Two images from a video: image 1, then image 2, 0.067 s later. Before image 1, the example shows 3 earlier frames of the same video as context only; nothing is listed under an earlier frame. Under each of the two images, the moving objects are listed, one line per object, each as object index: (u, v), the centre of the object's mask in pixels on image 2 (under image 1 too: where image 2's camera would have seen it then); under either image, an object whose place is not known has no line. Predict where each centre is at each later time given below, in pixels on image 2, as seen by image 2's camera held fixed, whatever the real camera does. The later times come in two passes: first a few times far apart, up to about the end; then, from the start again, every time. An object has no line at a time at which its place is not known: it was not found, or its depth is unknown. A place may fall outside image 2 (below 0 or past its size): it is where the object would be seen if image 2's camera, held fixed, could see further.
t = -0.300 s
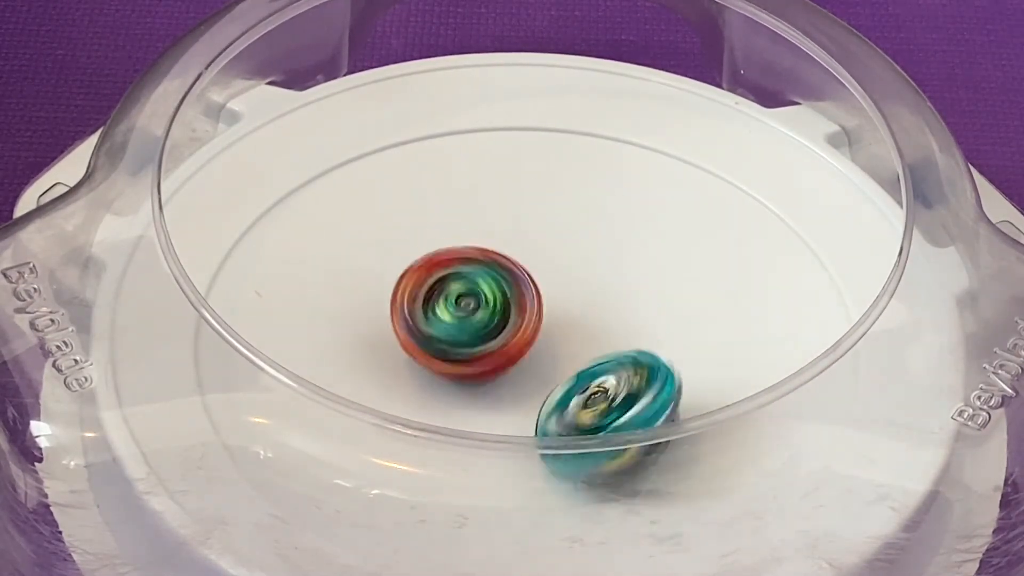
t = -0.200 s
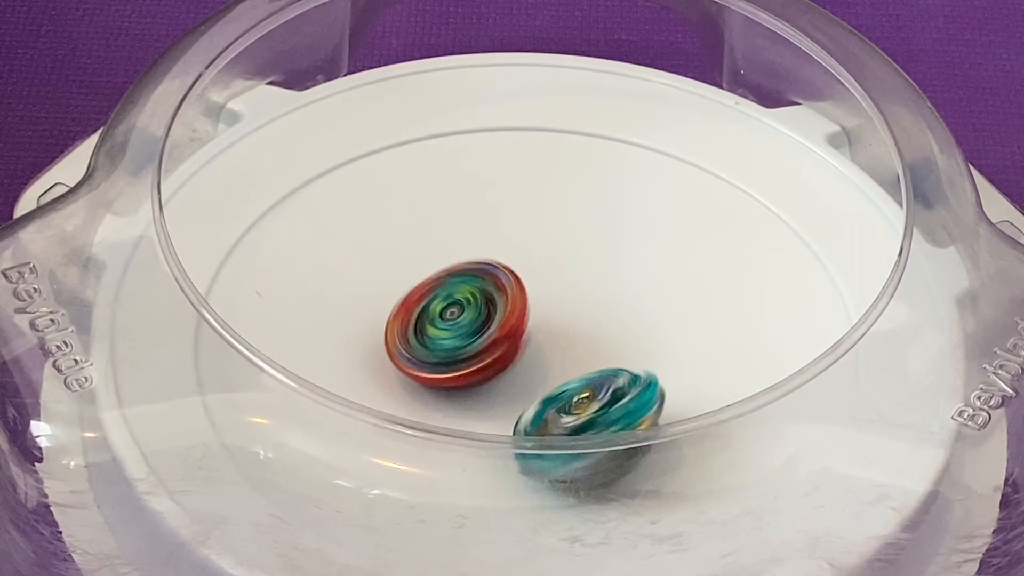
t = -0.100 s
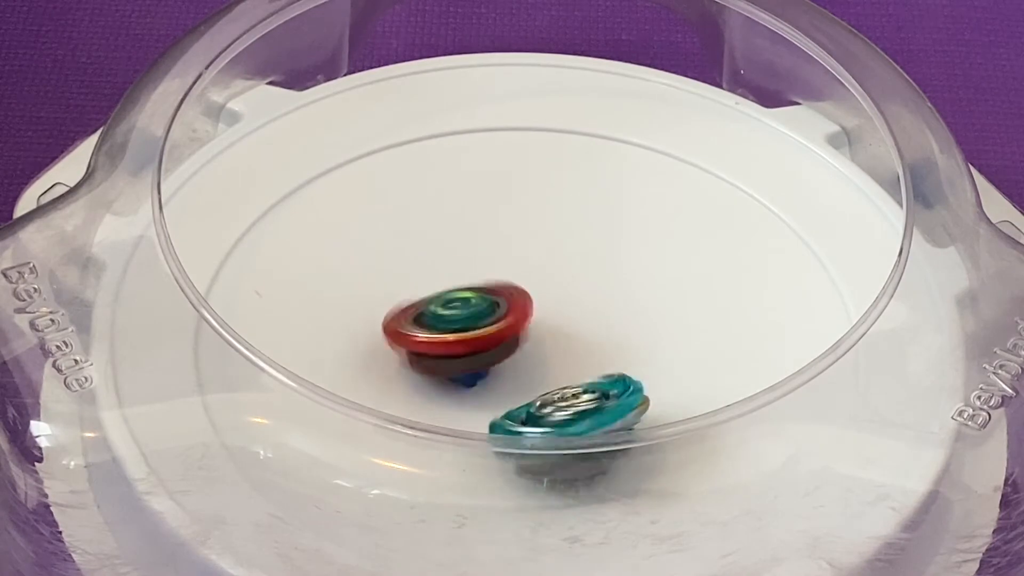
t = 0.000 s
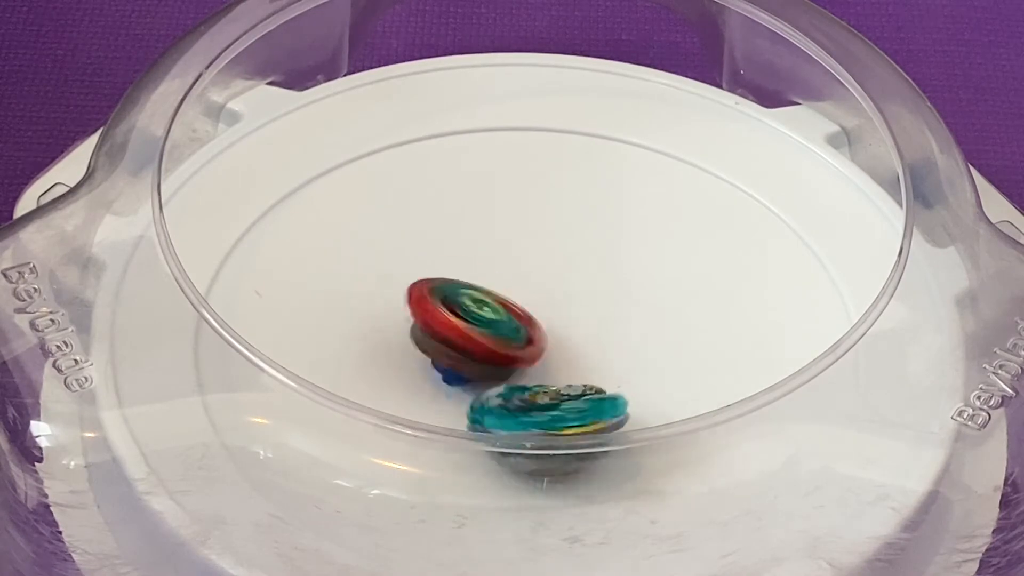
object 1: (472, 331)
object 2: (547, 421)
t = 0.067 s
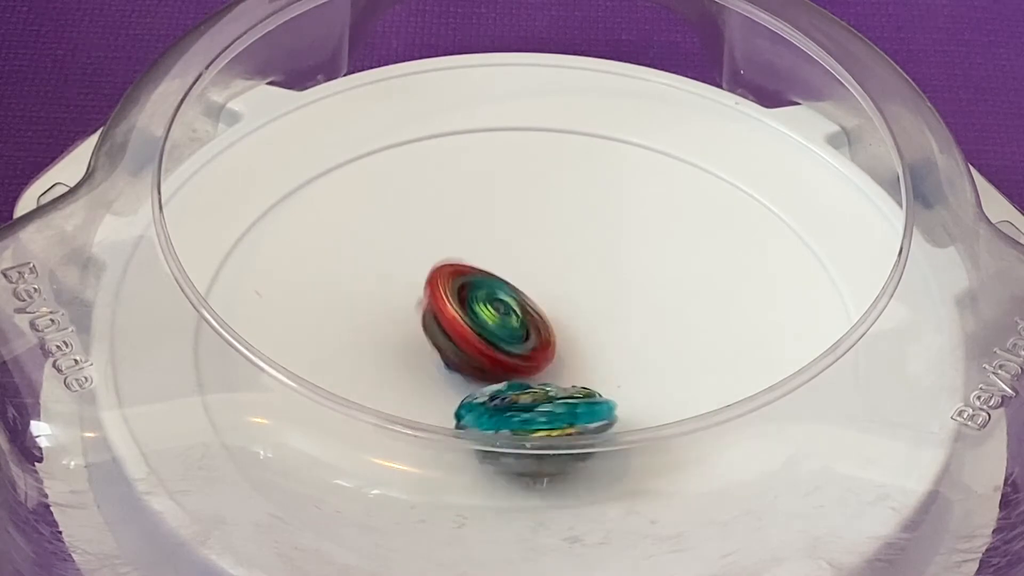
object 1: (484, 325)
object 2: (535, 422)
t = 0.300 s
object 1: (524, 295)
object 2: (526, 423)
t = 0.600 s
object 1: (569, 323)
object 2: (549, 421)
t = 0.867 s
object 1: (554, 317)
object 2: (543, 421)
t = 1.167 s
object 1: (562, 303)
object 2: (544, 421)
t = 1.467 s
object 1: (564, 306)
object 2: (542, 422)
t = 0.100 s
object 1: (487, 315)
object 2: (530, 422)
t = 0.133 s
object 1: (494, 312)
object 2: (527, 423)
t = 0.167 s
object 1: (499, 305)
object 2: (523, 424)
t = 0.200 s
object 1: (506, 302)
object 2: (521, 425)
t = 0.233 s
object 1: (512, 297)
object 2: (521, 425)
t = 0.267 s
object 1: (518, 297)
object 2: (523, 424)
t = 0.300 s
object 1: (524, 295)
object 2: (526, 423)
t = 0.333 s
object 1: (529, 297)
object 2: (529, 421)
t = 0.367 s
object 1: (535, 298)
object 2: (532, 420)
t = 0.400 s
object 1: (542, 301)
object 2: (536, 420)
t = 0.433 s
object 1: (549, 305)
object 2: (541, 420)
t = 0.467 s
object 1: (553, 311)
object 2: (545, 420)
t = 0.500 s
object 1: (559, 313)
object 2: (548, 421)
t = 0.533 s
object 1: (564, 317)
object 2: (549, 421)
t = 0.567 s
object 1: (564, 321)
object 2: (550, 421)
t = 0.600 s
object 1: (569, 323)
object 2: (549, 421)
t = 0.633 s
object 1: (570, 327)
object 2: (547, 420)
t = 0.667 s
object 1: (568, 328)
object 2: (545, 419)
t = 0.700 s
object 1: (569, 328)
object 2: (545, 420)
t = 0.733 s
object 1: (564, 327)
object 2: (545, 420)
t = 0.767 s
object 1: (560, 323)
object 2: (545, 420)
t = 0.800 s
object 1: (557, 321)
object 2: (545, 420)
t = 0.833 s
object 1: (556, 322)
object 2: (544, 421)
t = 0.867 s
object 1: (554, 317)
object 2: (543, 421)
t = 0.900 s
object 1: (557, 309)
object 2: (542, 422)
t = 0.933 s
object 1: (562, 304)
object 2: (542, 421)
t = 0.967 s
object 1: (566, 300)
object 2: (542, 421)
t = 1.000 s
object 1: (565, 298)
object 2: (543, 421)
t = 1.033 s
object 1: (564, 298)
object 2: (543, 421)
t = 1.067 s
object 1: (564, 299)
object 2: (544, 421)
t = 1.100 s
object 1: (563, 299)
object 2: (544, 421)
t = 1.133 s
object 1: (562, 301)
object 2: (544, 421)
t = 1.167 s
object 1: (562, 303)
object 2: (544, 421)
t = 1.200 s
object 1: (564, 306)
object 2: (544, 421)
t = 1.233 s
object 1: (565, 306)
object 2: (544, 421)
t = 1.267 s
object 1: (563, 306)
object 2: (544, 421)
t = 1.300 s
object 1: (563, 306)
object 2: (544, 421)
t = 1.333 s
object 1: (563, 306)
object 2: (544, 421)
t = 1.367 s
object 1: (563, 306)
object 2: (543, 421)
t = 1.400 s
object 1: (564, 306)
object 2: (542, 421)
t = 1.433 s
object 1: (564, 306)
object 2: (542, 421)
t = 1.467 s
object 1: (564, 306)
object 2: (542, 422)
